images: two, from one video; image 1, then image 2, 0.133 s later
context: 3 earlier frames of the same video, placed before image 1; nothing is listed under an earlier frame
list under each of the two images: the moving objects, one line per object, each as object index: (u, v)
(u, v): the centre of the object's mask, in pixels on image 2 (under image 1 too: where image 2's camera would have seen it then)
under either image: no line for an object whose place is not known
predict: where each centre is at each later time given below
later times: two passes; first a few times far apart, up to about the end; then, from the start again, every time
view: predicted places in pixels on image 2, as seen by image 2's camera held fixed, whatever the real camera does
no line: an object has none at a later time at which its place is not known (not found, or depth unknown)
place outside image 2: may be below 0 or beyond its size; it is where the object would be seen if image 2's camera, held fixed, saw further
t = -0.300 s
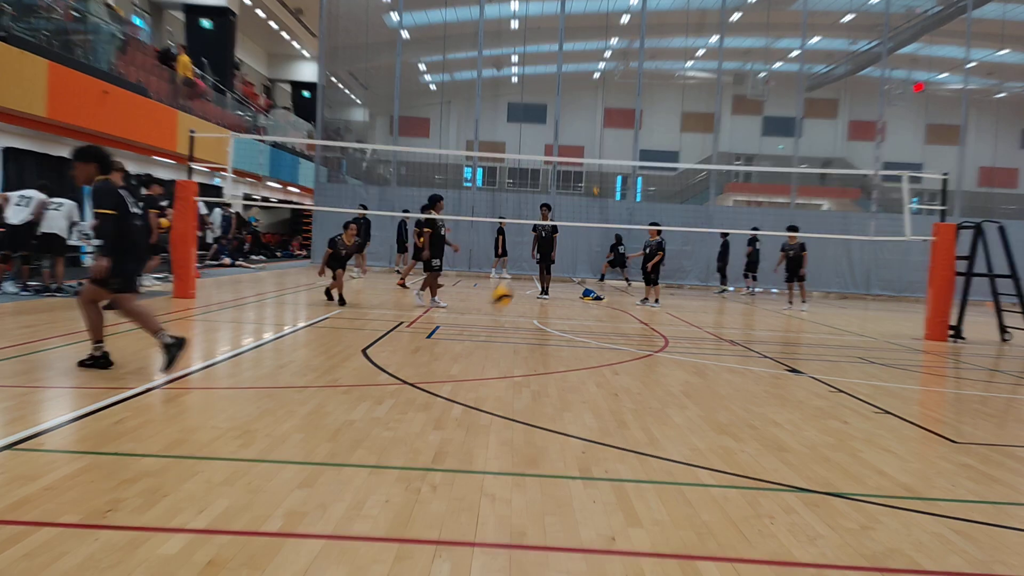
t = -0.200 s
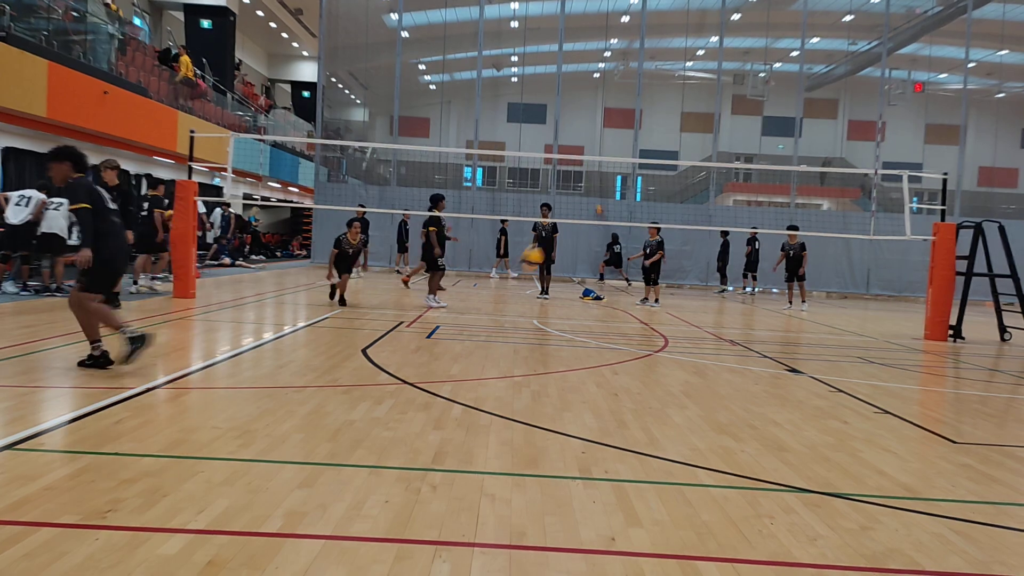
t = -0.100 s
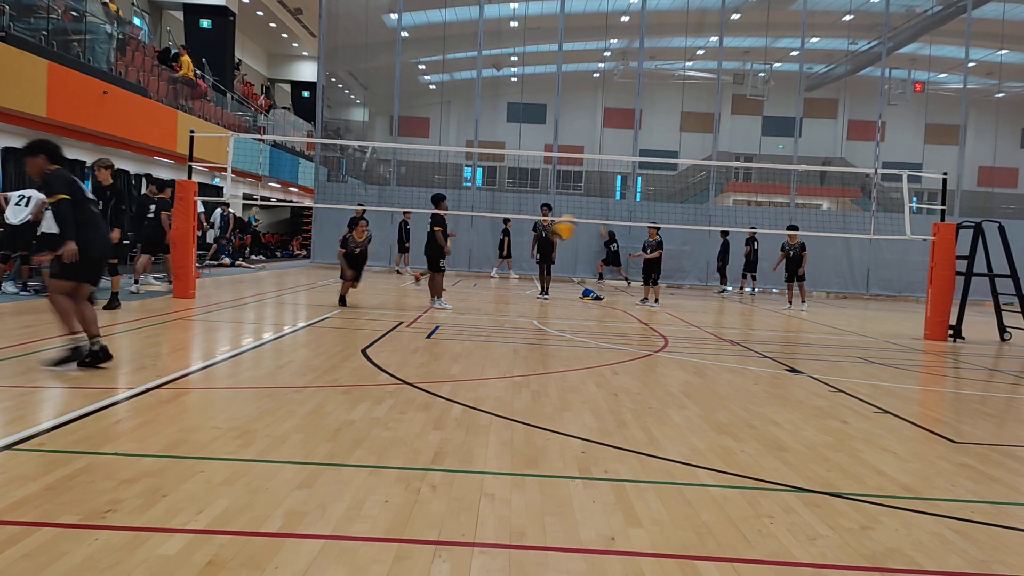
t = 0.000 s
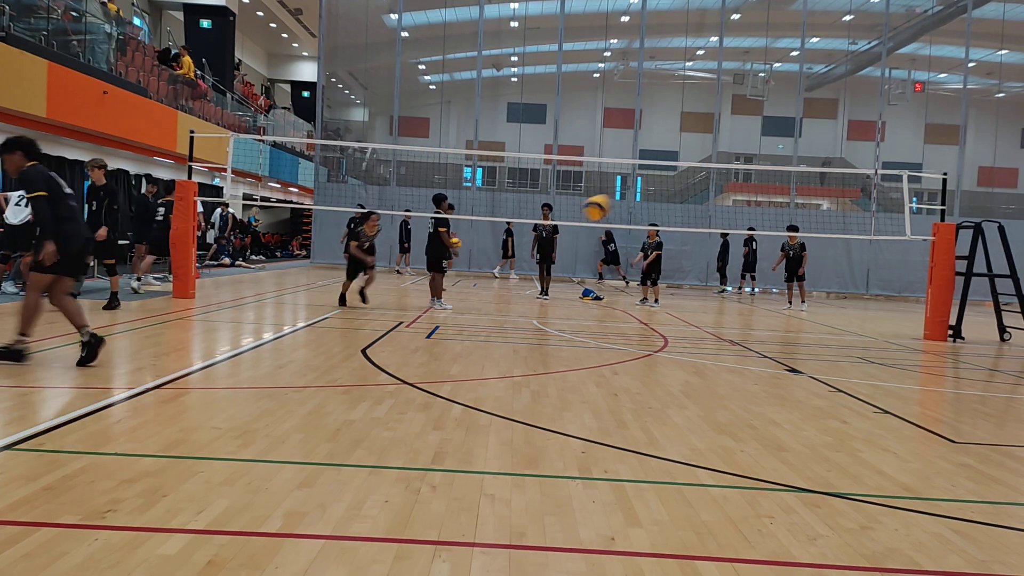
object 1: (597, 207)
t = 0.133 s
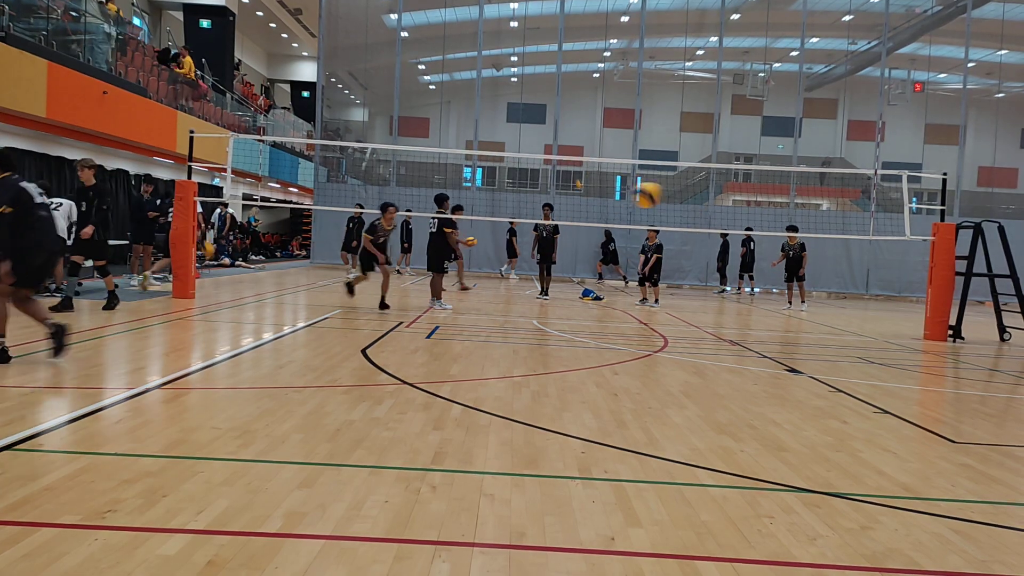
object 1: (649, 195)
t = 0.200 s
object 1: (674, 196)
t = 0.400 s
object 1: (766, 242)
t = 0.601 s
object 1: (877, 367)
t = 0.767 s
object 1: (997, 394)
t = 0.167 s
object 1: (662, 195)
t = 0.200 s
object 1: (674, 196)
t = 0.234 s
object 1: (689, 200)
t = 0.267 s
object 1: (703, 204)
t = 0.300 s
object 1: (719, 211)
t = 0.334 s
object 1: (732, 217)
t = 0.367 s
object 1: (749, 229)
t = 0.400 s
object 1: (766, 242)
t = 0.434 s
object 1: (783, 256)
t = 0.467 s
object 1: (800, 272)
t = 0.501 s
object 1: (819, 292)
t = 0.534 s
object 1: (838, 315)
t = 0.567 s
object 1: (857, 340)
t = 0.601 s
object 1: (877, 367)
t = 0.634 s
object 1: (896, 396)
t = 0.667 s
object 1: (919, 433)
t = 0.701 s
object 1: (945, 424)
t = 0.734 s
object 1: (970, 408)
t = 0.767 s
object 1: (997, 394)
